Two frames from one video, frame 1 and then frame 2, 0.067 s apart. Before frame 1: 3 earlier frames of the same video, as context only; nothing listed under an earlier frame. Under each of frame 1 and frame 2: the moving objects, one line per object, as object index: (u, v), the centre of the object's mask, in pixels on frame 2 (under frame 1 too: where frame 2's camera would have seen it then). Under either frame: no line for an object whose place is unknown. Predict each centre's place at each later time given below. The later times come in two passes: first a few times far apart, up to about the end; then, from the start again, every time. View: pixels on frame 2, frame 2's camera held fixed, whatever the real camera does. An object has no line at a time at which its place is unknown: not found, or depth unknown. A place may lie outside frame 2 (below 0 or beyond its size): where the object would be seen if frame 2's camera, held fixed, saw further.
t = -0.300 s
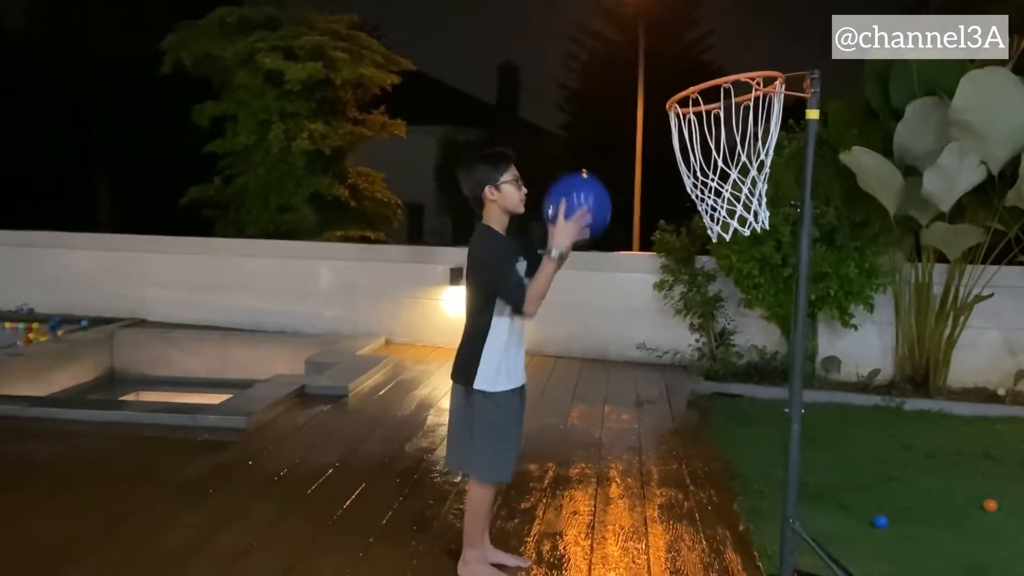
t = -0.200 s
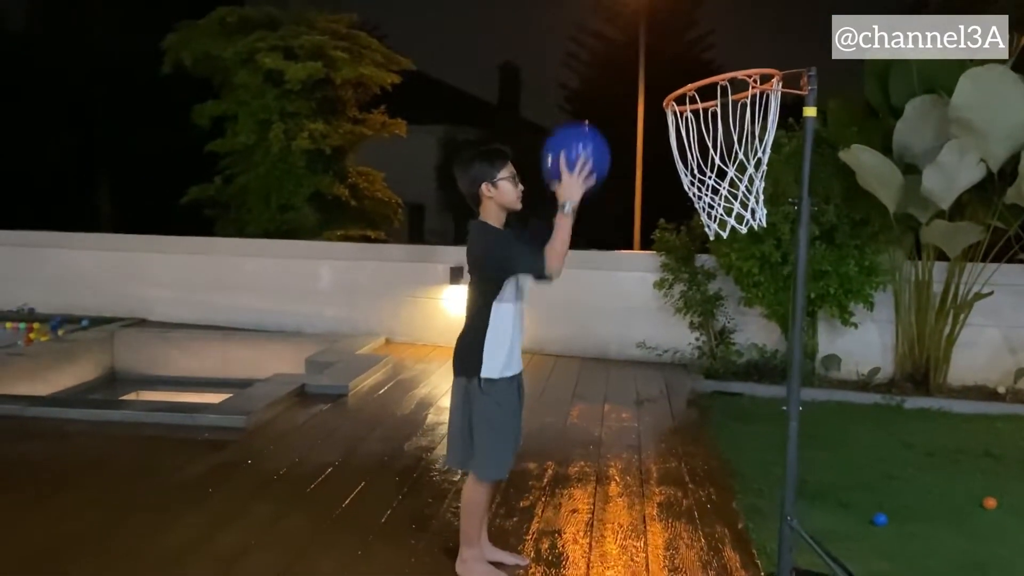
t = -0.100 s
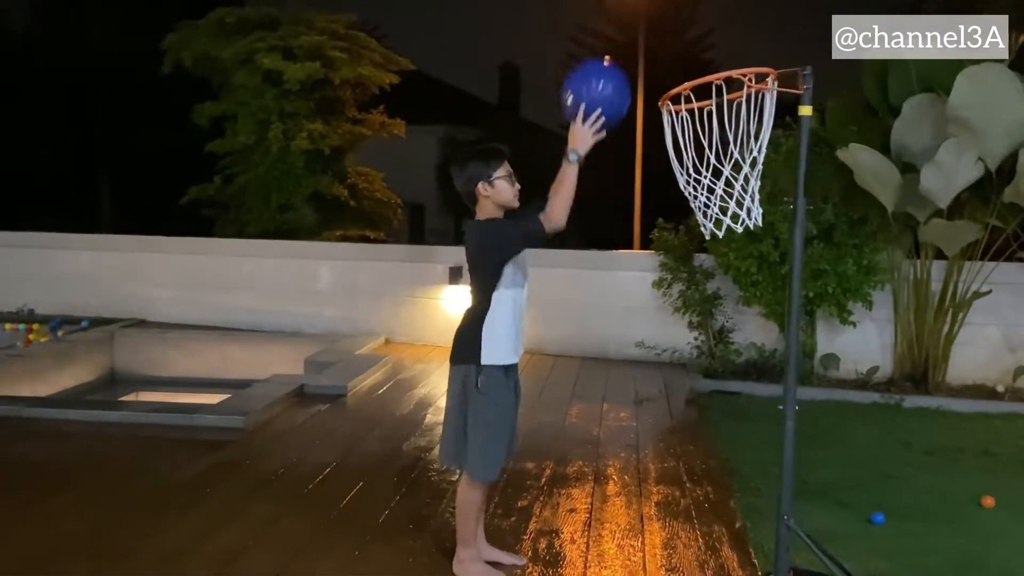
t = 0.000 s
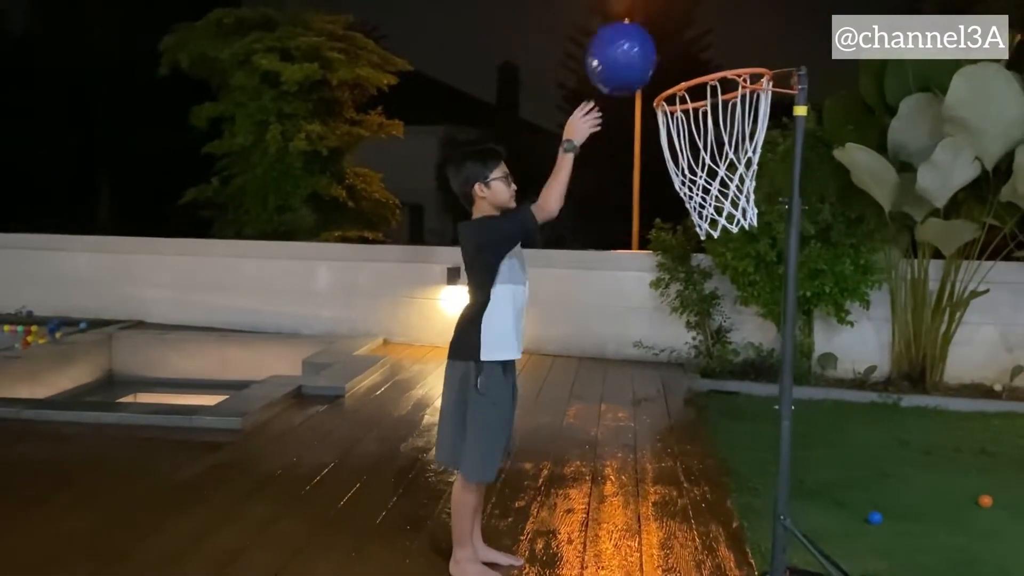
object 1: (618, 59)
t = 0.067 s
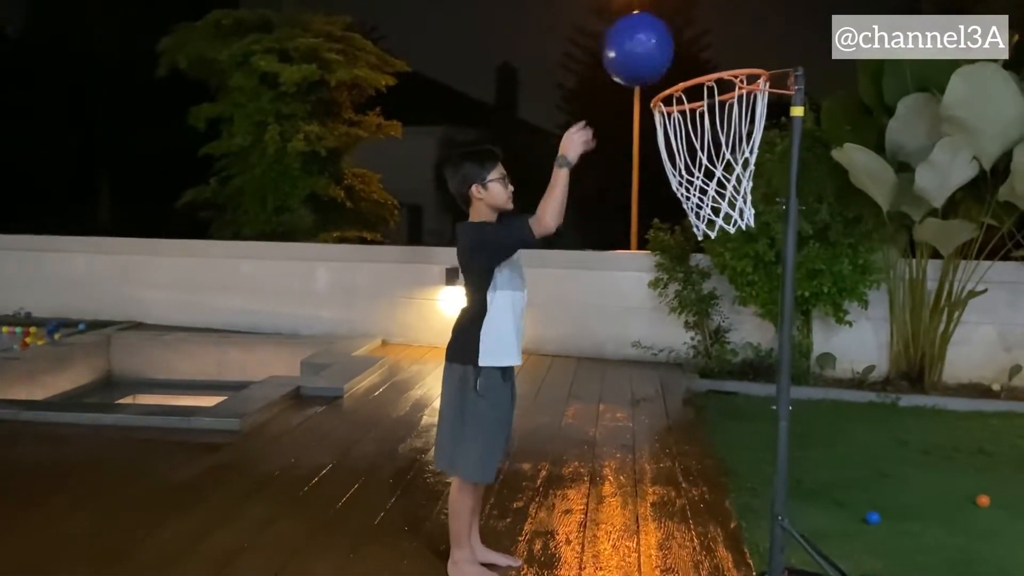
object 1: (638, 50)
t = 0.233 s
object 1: (687, 80)
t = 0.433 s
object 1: (741, 203)
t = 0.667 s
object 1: (718, 439)
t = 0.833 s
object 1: (704, 502)
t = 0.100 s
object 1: (648, 50)
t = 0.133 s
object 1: (657, 54)
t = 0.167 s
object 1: (666, 58)
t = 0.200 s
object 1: (674, 63)
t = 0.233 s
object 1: (687, 80)
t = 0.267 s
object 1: (698, 94)
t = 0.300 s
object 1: (708, 113)
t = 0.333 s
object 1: (717, 130)
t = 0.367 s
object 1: (725, 152)
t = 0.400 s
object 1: (737, 175)
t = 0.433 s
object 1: (741, 203)
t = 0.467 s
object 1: (739, 229)
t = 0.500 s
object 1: (737, 254)
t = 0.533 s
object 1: (732, 284)
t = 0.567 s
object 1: (729, 318)
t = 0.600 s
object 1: (725, 356)
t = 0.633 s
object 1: (723, 395)
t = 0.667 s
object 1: (718, 439)
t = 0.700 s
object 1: (716, 485)
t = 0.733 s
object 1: (714, 533)
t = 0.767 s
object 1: (710, 555)
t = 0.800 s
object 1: (707, 533)
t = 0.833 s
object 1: (704, 502)
